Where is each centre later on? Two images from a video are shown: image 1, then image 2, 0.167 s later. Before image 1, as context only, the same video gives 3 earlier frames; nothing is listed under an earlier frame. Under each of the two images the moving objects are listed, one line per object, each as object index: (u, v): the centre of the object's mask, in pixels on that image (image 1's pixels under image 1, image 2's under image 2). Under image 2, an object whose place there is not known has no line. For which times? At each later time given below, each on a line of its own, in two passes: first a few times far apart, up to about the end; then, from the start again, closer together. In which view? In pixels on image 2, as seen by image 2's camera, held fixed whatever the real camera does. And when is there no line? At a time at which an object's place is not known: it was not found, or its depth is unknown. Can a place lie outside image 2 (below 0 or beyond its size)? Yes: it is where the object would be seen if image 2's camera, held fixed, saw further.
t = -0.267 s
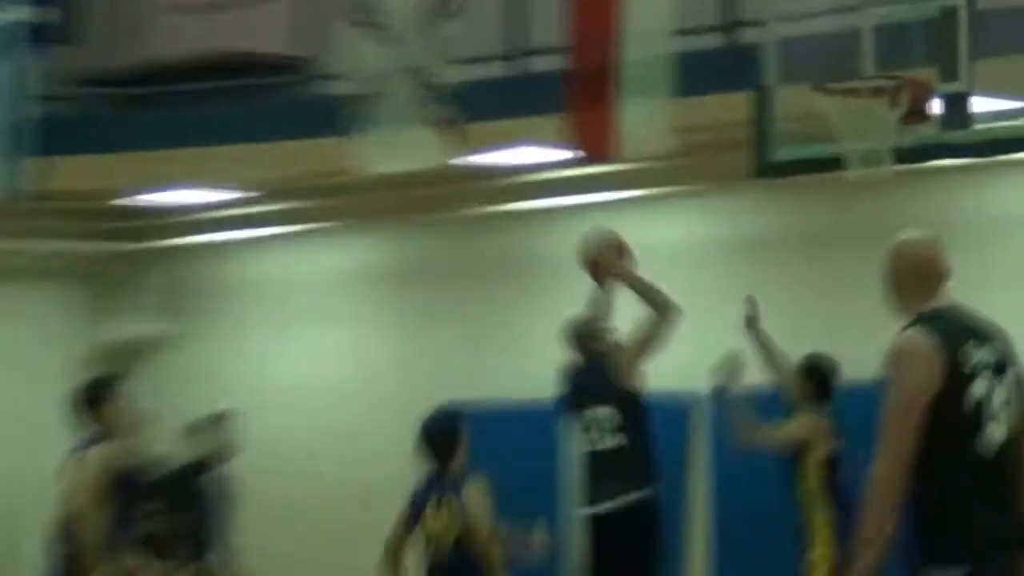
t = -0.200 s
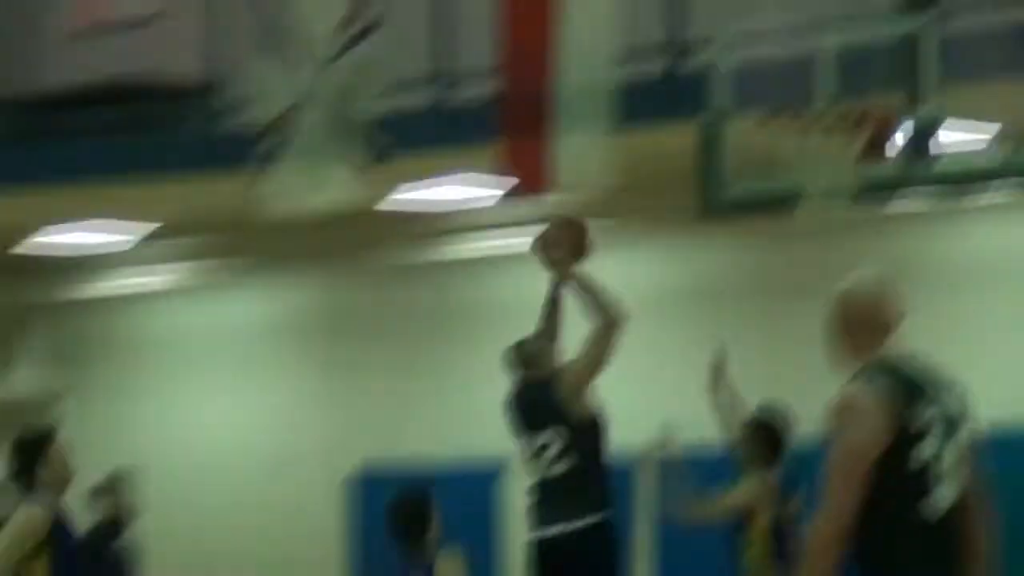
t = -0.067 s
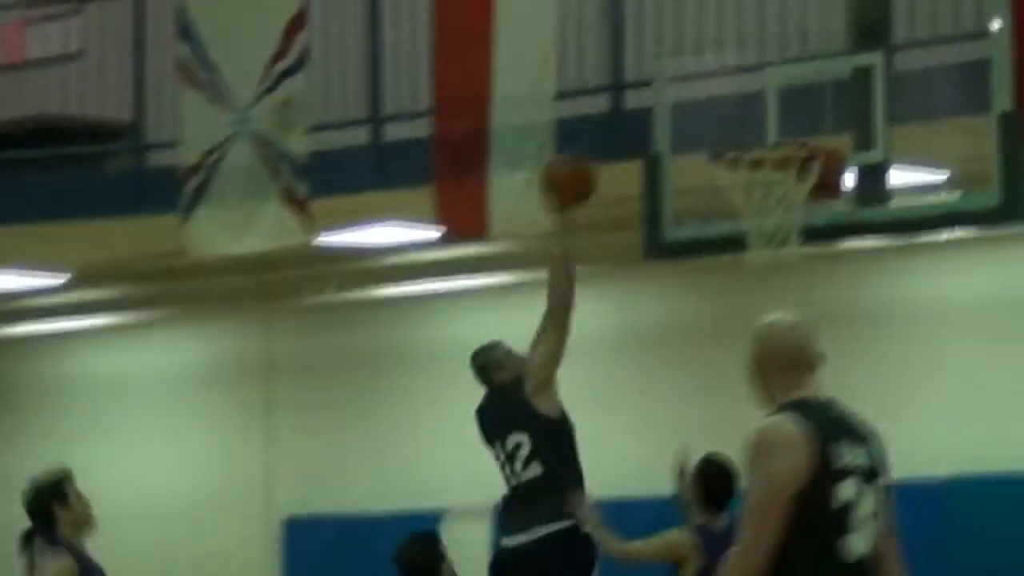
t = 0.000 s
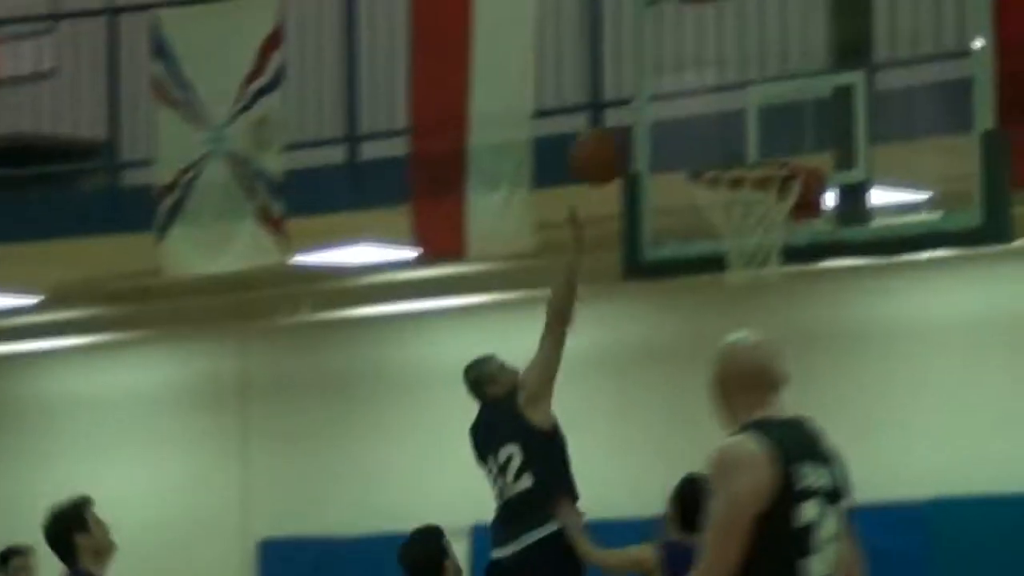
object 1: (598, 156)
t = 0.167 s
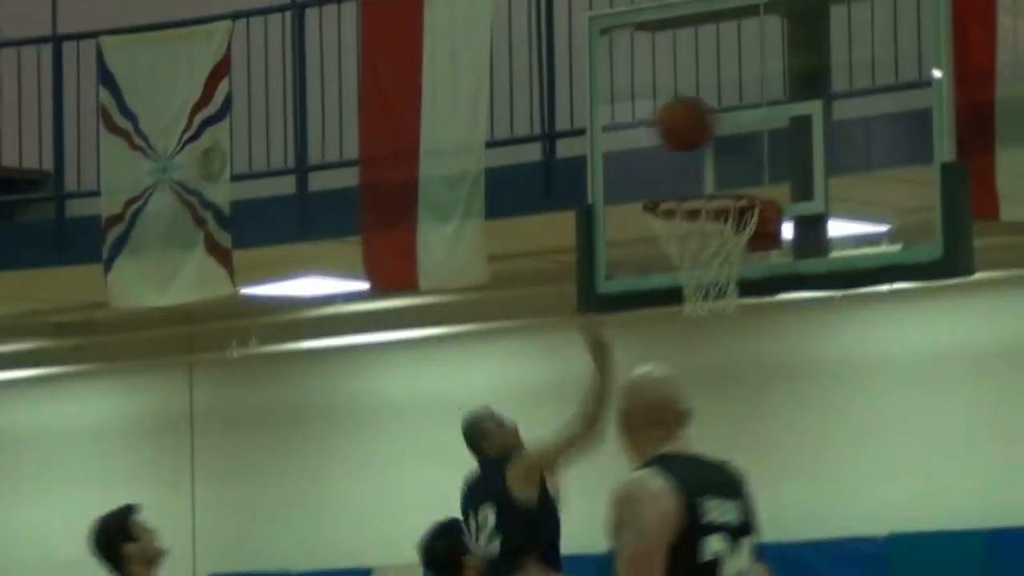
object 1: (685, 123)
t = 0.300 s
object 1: (691, 135)
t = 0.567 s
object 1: (698, 165)
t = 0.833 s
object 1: (709, 240)
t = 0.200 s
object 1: (691, 122)
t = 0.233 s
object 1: (691, 124)
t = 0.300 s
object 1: (691, 135)
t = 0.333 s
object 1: (692, 142)
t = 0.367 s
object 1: (694, 154)
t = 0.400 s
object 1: (693, 169)
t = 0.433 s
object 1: (692, 171)
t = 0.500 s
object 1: (695, 164)
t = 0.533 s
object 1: (697, 163)
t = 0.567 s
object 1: (698, 165)
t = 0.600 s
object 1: (698, 168)
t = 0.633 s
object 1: (699, 175)
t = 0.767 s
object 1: (707, 216)
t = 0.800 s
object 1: (707, 226)
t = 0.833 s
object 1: (709, 240)
